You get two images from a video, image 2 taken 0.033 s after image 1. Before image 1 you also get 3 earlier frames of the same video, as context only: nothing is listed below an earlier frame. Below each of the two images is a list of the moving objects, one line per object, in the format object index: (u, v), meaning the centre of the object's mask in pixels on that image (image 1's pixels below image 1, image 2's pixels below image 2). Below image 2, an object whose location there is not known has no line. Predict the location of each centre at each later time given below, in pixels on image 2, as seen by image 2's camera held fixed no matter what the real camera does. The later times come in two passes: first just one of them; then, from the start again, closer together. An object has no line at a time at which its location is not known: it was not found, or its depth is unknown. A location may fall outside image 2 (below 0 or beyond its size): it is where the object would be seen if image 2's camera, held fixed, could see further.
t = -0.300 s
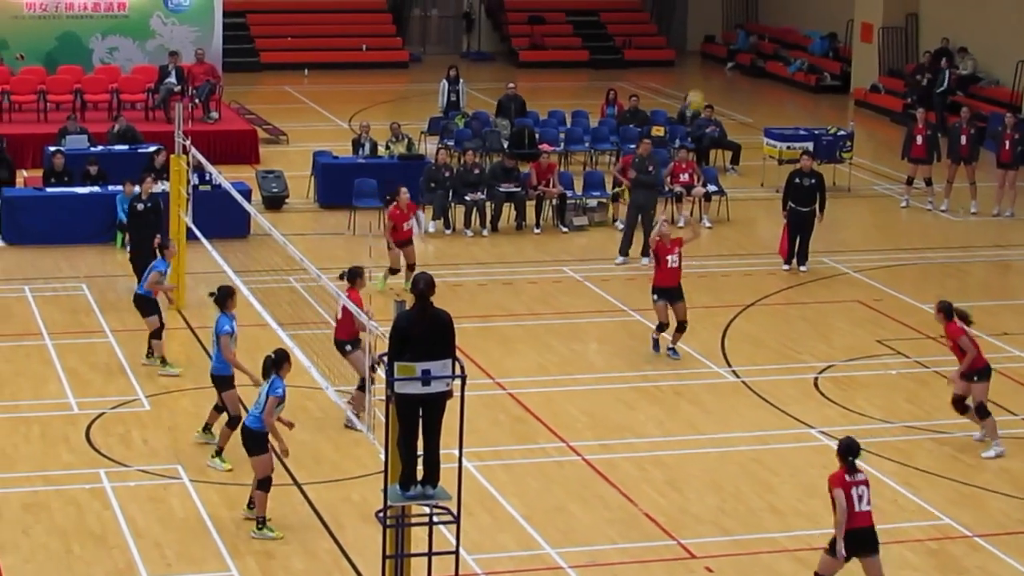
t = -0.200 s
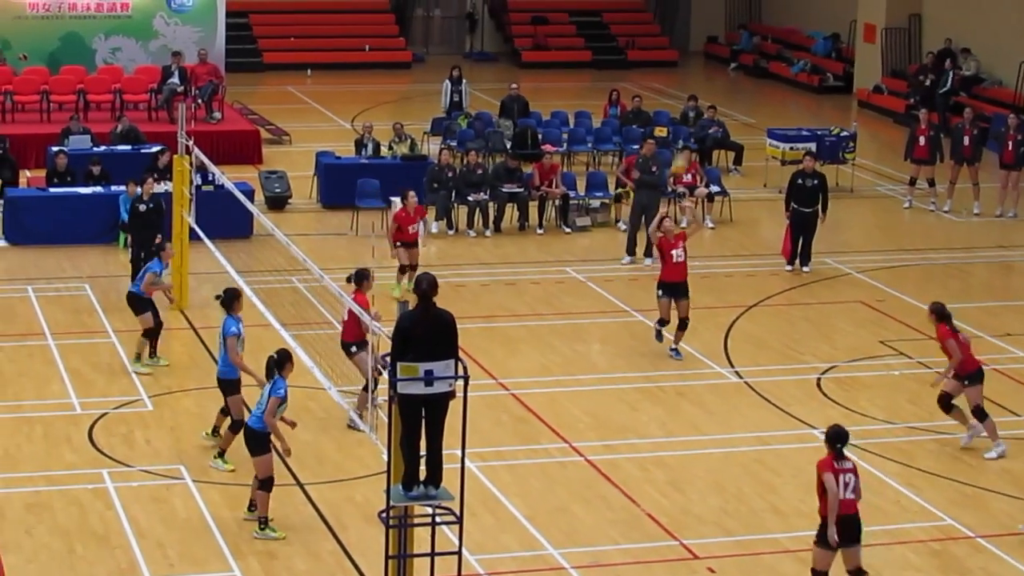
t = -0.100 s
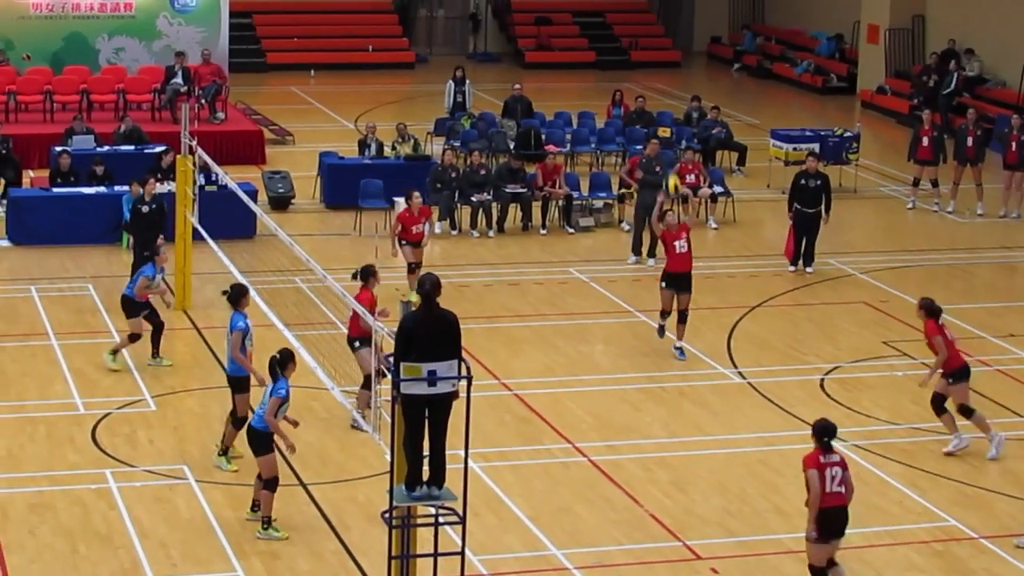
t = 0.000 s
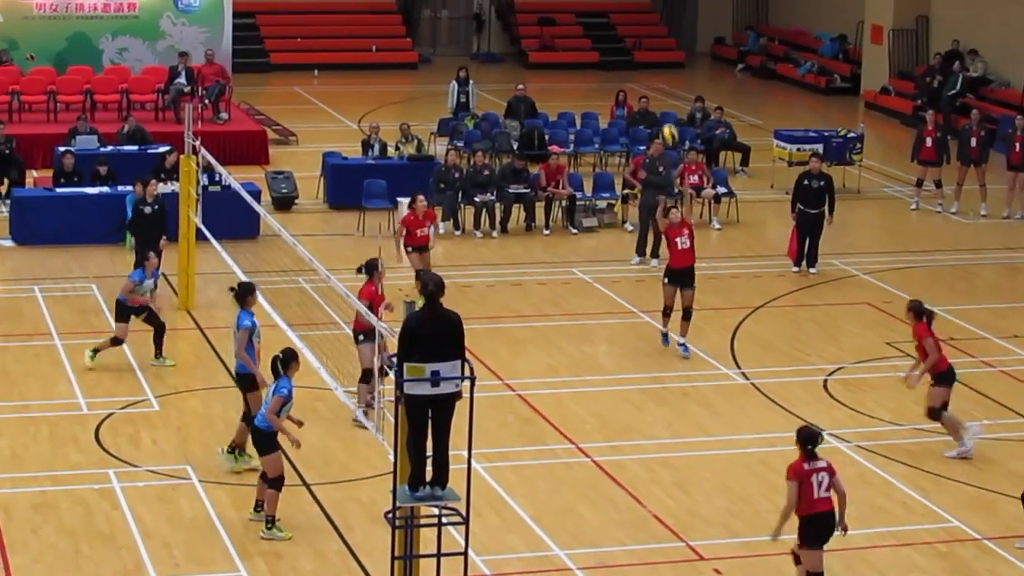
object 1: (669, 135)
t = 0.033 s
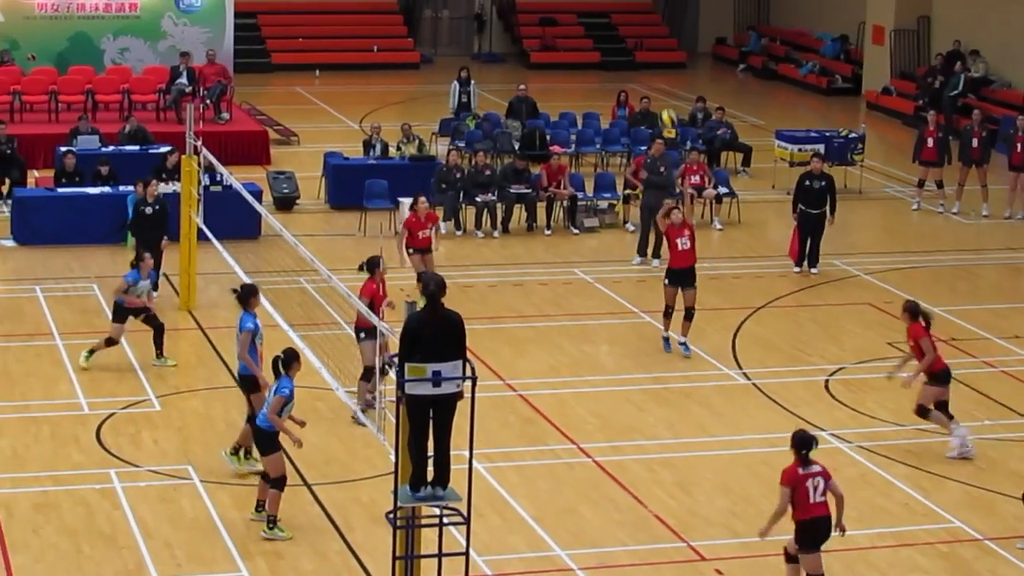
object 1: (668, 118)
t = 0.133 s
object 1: (661, 79)
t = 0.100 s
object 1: (665, 92)
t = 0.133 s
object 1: (661, 79)
